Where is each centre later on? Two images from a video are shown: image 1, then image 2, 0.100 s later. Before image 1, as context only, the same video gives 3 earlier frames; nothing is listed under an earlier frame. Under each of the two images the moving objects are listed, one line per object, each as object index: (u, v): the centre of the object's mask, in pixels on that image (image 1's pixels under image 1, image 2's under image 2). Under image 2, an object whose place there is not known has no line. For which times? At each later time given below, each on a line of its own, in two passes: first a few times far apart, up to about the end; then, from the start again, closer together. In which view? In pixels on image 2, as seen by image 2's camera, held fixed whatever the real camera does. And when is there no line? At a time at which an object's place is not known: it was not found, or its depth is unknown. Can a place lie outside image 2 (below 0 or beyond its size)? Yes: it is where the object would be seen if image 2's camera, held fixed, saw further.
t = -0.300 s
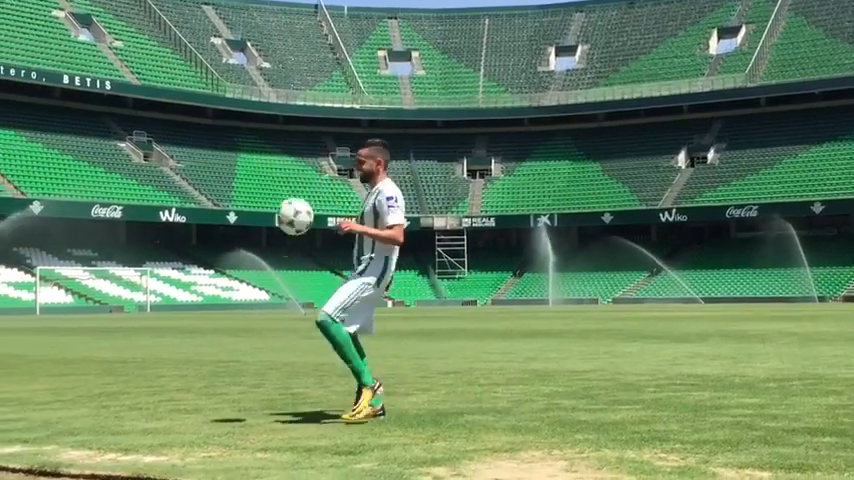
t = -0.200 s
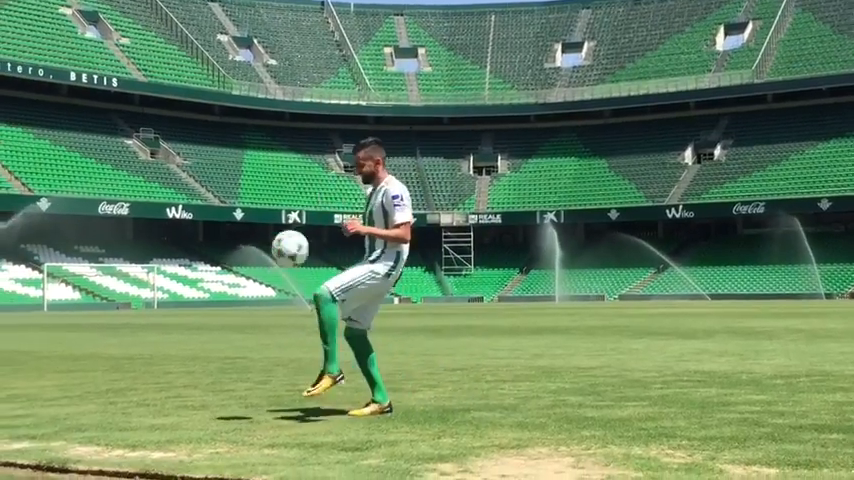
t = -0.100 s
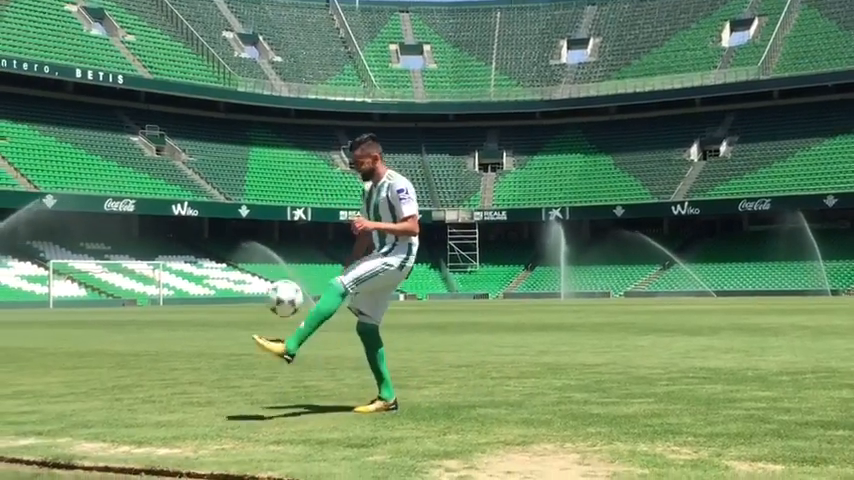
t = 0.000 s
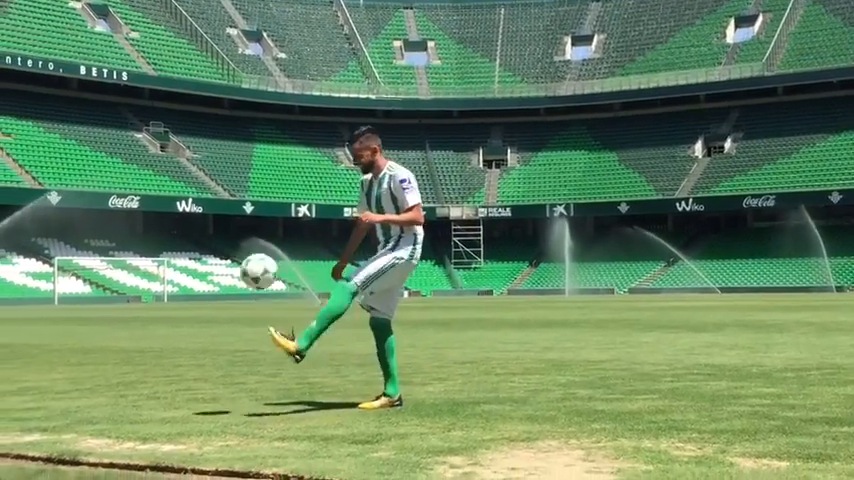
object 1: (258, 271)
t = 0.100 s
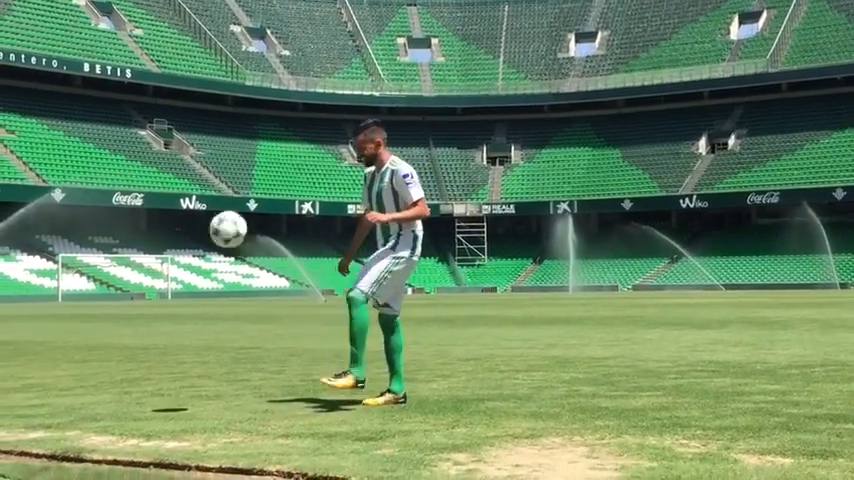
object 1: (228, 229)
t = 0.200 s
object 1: (193, 206)
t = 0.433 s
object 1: (113, 216)
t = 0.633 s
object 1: (44, 297)
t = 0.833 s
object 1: (-30, 379)
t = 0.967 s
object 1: (-72, 326)
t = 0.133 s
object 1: (216, 220)
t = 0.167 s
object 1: (205, 212)
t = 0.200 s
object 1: (193, 206)
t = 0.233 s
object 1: (182, 203)
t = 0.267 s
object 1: (170, 200)
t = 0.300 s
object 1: (159, 200)
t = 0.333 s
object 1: (147, 201)
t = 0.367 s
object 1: (136, 205)
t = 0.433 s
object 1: (113, 216)
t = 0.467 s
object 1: (101, 226)
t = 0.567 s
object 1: (68, 263)
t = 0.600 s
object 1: (58, 279)
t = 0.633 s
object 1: (44, 297)
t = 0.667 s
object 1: (32, 316)
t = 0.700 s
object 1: (20, 339)
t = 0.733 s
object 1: (8, 363)
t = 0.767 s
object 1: (-4, 391)
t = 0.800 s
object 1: (-16, 397)
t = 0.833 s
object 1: (-30, 379)
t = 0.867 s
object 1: (-43, 364)
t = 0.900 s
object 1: (-57, 349)
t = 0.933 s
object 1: (-68, 336)
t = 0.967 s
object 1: (-72, 326)
